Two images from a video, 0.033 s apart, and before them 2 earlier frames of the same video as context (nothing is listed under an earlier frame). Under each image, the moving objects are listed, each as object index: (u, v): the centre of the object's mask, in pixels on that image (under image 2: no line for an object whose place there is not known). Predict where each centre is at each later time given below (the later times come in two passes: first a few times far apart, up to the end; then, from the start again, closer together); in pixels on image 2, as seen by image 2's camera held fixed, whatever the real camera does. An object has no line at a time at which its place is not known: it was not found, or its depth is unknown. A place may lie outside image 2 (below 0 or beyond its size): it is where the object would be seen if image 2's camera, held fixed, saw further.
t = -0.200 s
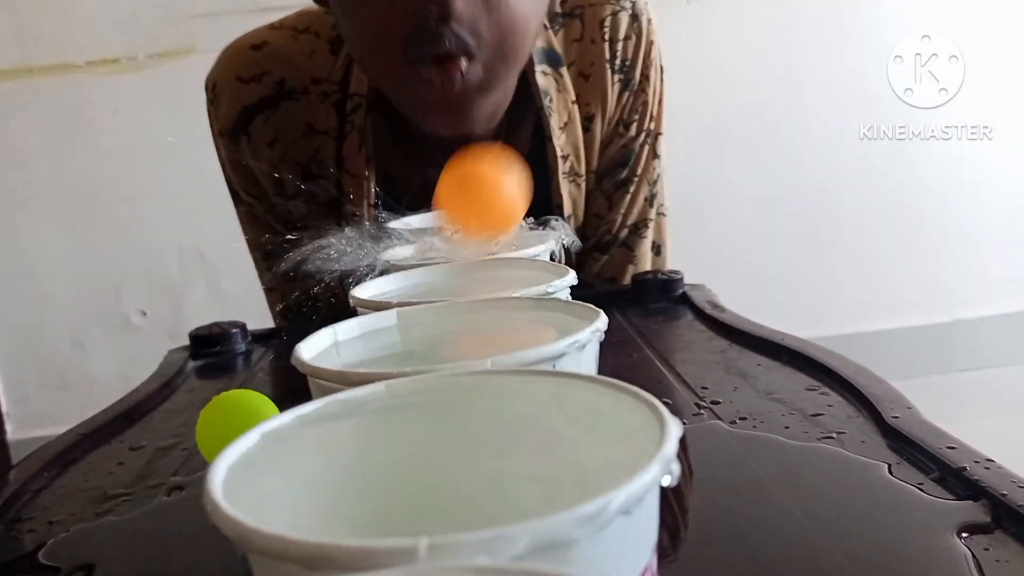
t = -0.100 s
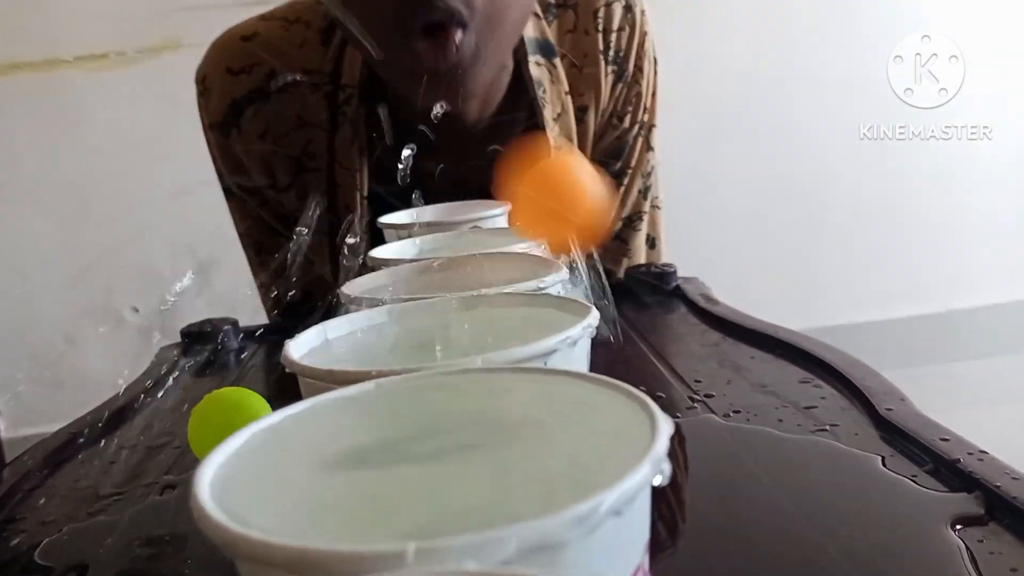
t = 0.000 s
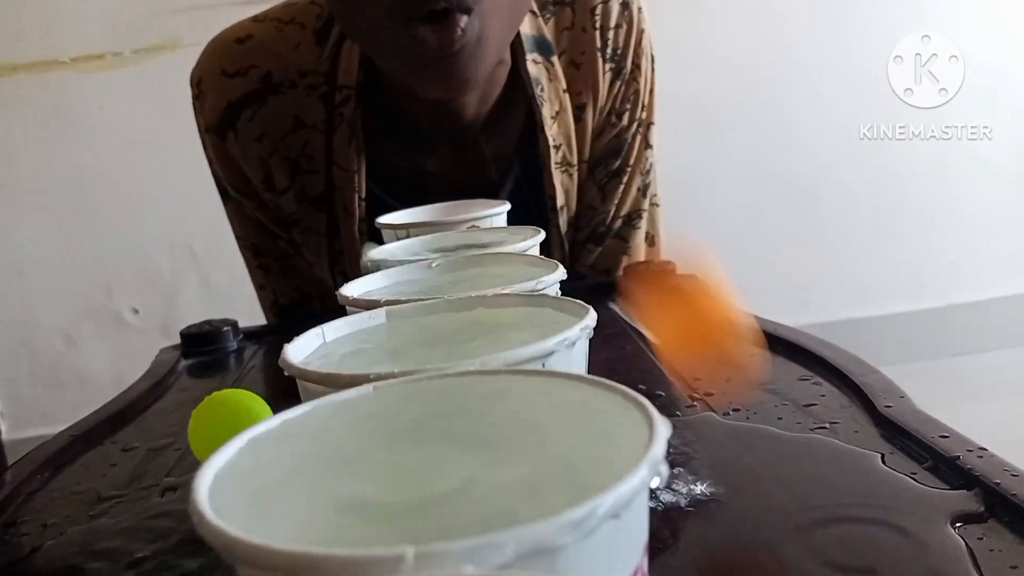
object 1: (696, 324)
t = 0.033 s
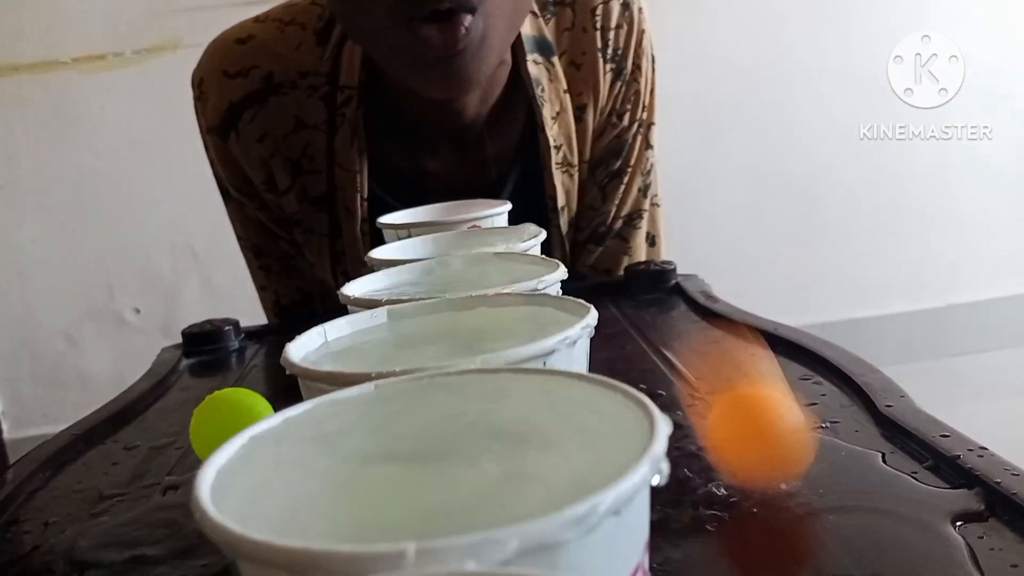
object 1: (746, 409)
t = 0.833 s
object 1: (809, 414)
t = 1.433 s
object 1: (814, 414)
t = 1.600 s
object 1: (815, 413)
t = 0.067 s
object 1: (783, 401)
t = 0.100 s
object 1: (812, 377)
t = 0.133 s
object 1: (846, 383)
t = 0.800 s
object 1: (807, 413)
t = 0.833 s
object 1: (809, 414)
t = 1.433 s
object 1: (814, 414)
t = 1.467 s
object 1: (814, 414)
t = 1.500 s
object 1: (814, 414)
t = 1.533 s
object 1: (814, 413)
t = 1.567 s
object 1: (815, 414)
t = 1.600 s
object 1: (815, 413)
